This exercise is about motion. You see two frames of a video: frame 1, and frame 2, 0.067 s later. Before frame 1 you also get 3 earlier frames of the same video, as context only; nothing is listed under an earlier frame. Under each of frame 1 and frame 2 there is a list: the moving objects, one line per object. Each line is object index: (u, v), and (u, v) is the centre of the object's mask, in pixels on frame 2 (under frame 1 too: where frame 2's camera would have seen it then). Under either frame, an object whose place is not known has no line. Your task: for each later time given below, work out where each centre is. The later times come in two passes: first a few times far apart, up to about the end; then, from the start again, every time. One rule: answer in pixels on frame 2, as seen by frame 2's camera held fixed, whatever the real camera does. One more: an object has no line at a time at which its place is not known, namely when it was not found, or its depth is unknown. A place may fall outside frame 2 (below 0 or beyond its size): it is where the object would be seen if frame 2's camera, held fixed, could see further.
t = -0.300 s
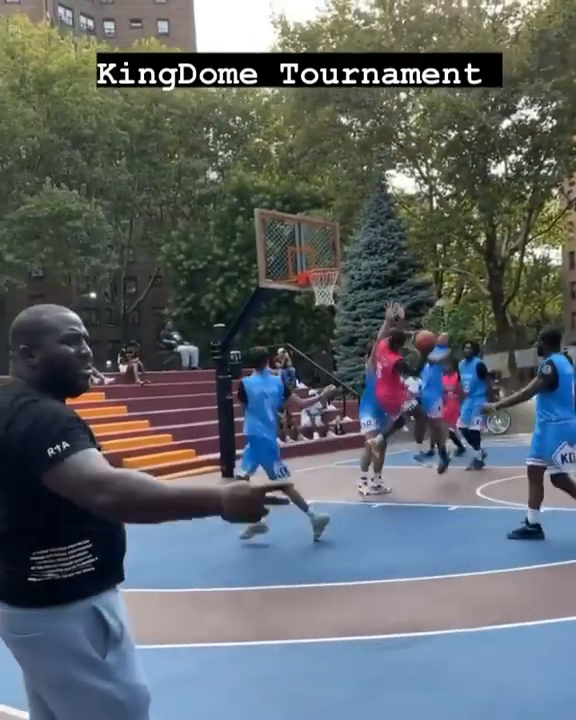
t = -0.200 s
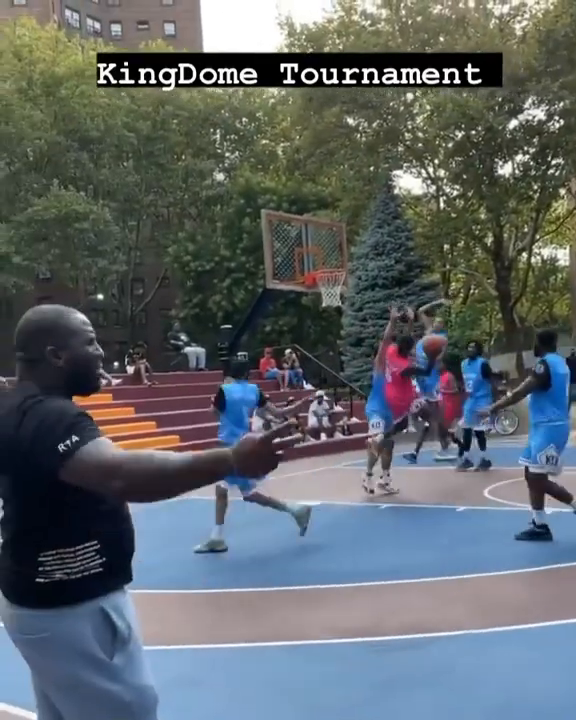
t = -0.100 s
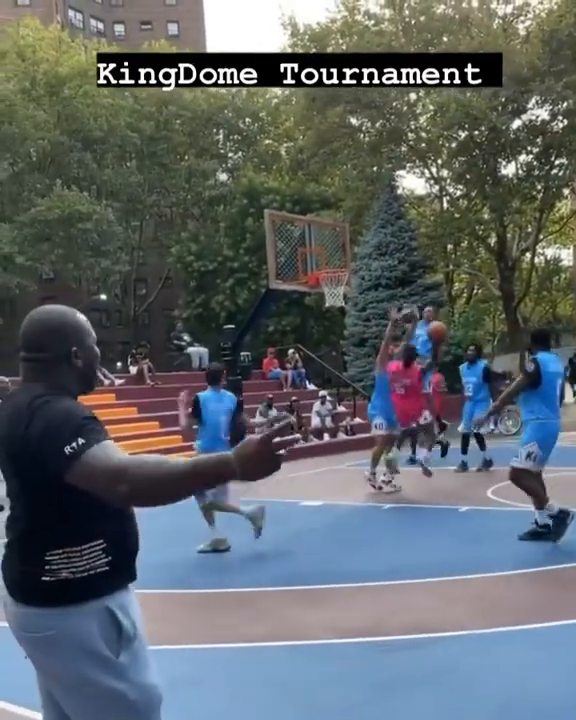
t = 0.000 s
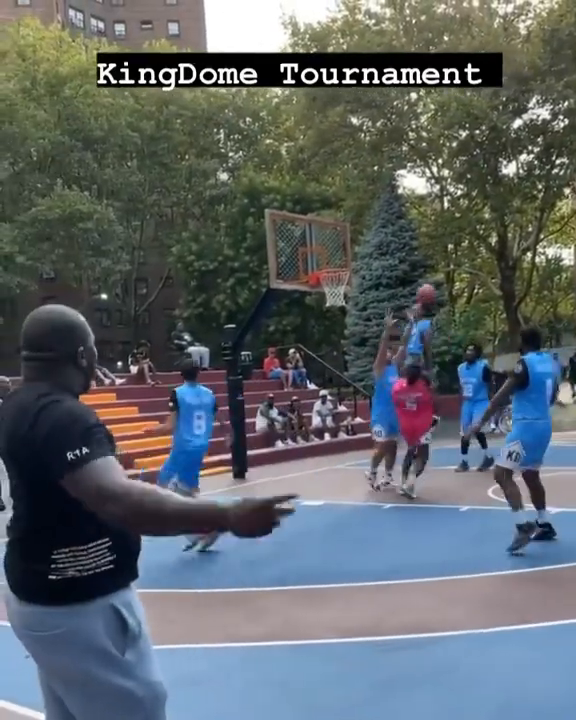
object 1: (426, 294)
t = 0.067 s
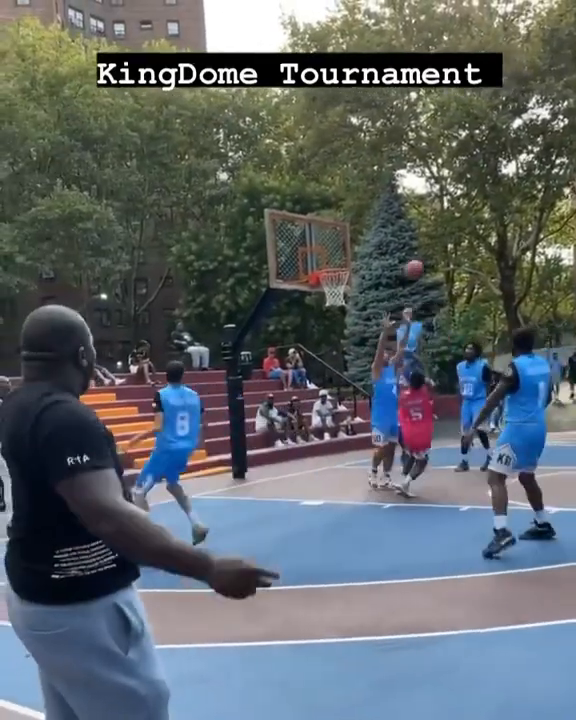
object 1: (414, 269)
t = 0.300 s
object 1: (379, 219)
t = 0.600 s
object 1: (343, 217)
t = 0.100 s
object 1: (408, 259)
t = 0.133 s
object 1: (403, 249)
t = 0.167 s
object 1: (398, 240)
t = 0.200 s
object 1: (393, 234)
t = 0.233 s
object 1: (389, 228)
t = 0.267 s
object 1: (381, 223)
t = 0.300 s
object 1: (379, 219)
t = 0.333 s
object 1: (373, 215)
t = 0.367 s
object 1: (370, 214)
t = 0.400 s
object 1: (365, 211)
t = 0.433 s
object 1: (360, 210)
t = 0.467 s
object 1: (357, 211)
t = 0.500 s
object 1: (354, 211)
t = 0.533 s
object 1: (350, 214)
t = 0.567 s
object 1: (347, 216)
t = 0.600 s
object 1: (343, 217)
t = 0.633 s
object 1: (340, 223)
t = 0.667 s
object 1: (335, 227)
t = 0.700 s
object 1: (333, 233)
